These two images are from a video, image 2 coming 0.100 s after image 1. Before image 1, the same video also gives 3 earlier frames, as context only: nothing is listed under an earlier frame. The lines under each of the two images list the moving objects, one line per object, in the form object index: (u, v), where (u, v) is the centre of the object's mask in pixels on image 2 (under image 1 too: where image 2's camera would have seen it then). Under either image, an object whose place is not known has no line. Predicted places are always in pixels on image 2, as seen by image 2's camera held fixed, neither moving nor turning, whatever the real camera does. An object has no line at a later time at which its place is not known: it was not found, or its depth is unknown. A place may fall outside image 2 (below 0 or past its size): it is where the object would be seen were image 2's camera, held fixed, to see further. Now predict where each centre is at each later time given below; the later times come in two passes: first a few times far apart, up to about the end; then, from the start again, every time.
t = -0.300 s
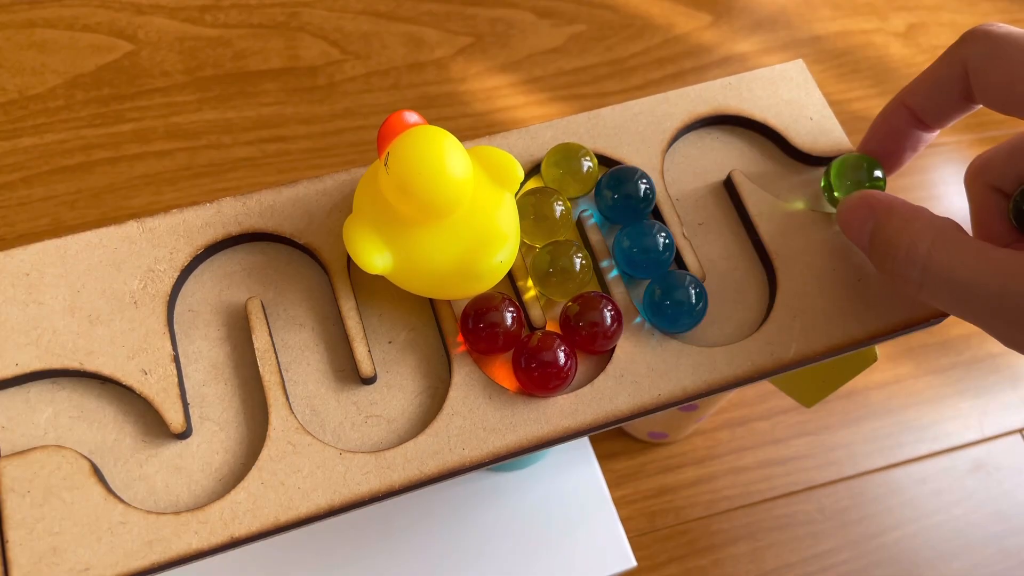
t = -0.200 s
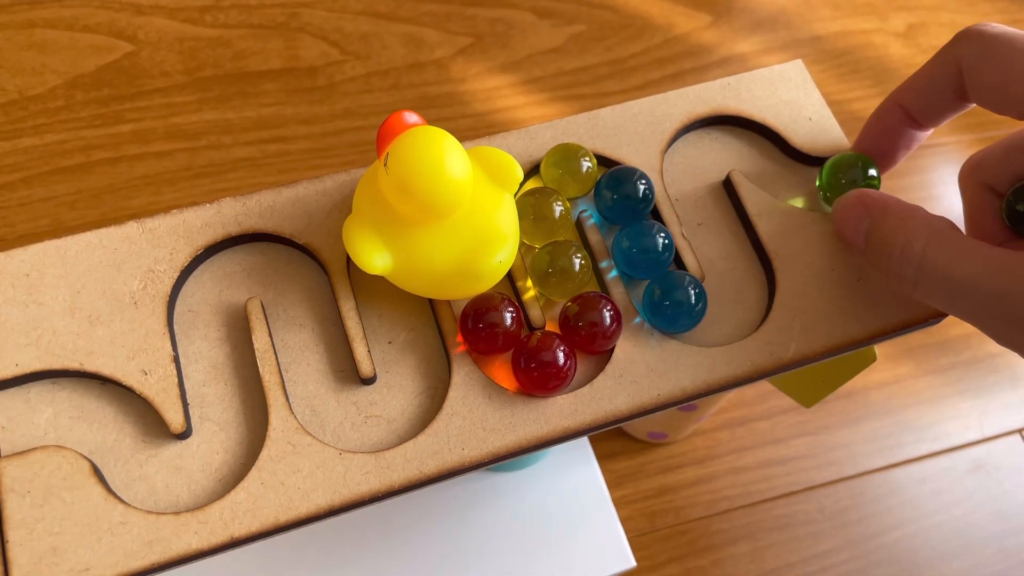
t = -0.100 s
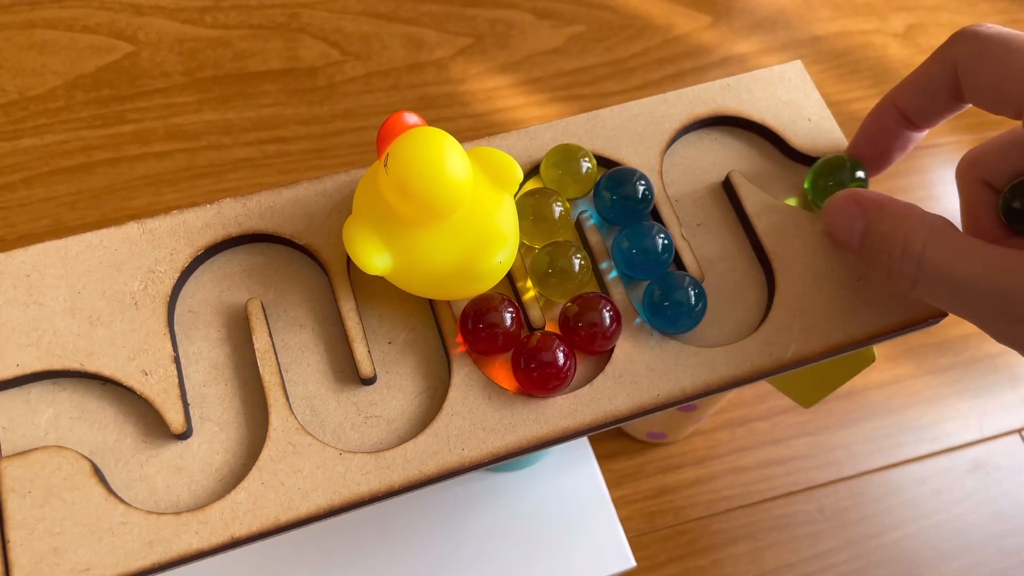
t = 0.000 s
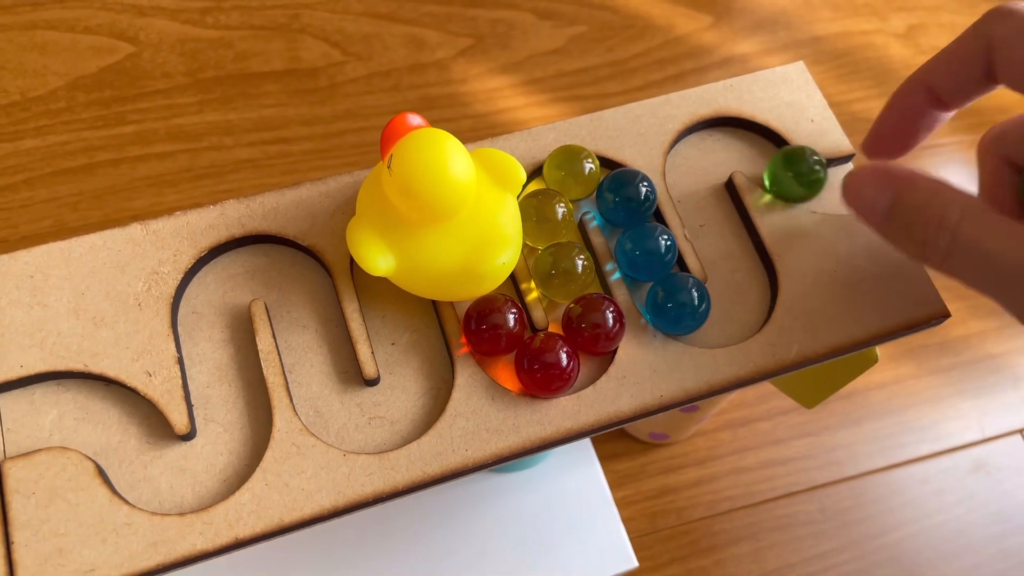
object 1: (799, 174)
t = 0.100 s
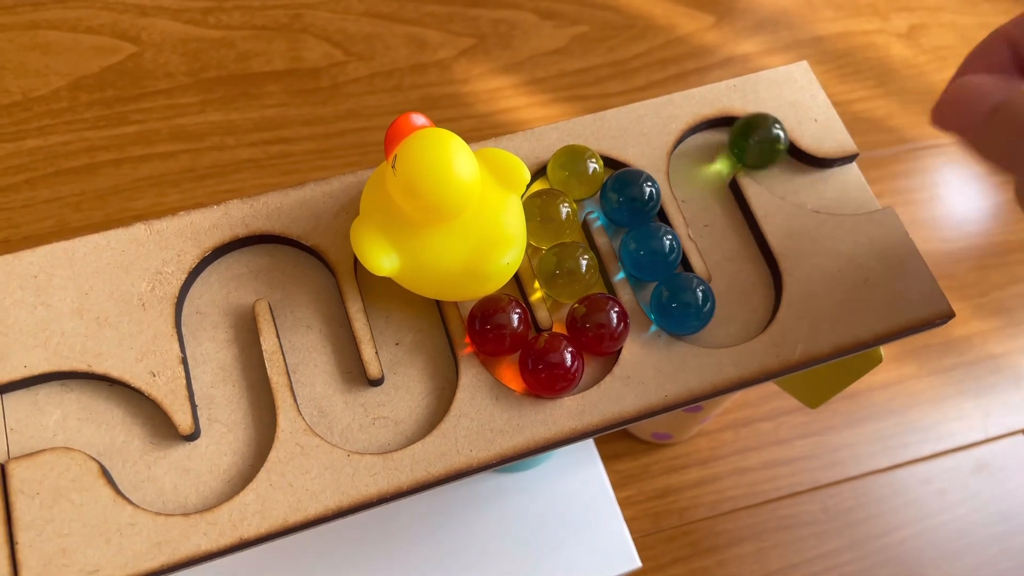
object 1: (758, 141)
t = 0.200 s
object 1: (713, 138)
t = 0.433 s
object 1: (741, 260)
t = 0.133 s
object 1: (743, 131)
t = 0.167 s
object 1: (728, 132)
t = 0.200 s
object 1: (713, 138)
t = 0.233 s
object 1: (703, 151)
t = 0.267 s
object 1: (699, 169)
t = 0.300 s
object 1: (706, 187)
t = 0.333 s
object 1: (714, 205)
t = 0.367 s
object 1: (723, 223)
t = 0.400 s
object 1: (732, 241)
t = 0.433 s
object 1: (741, 260)
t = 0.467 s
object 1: (749, 279)
